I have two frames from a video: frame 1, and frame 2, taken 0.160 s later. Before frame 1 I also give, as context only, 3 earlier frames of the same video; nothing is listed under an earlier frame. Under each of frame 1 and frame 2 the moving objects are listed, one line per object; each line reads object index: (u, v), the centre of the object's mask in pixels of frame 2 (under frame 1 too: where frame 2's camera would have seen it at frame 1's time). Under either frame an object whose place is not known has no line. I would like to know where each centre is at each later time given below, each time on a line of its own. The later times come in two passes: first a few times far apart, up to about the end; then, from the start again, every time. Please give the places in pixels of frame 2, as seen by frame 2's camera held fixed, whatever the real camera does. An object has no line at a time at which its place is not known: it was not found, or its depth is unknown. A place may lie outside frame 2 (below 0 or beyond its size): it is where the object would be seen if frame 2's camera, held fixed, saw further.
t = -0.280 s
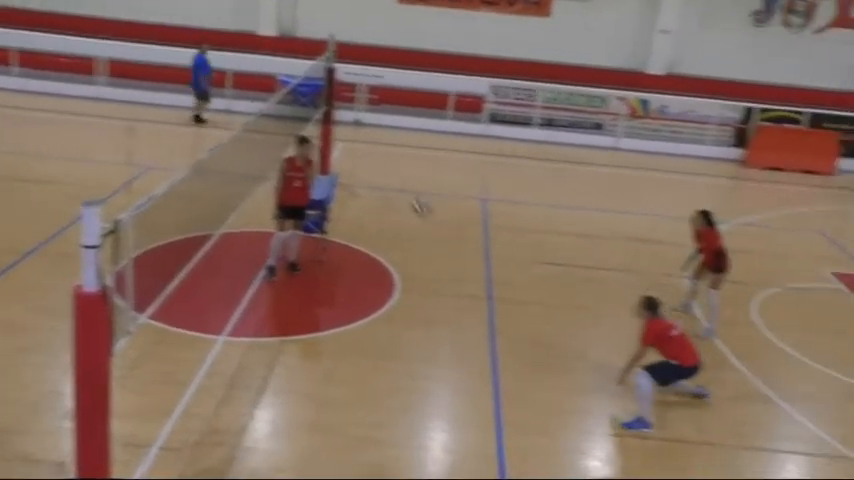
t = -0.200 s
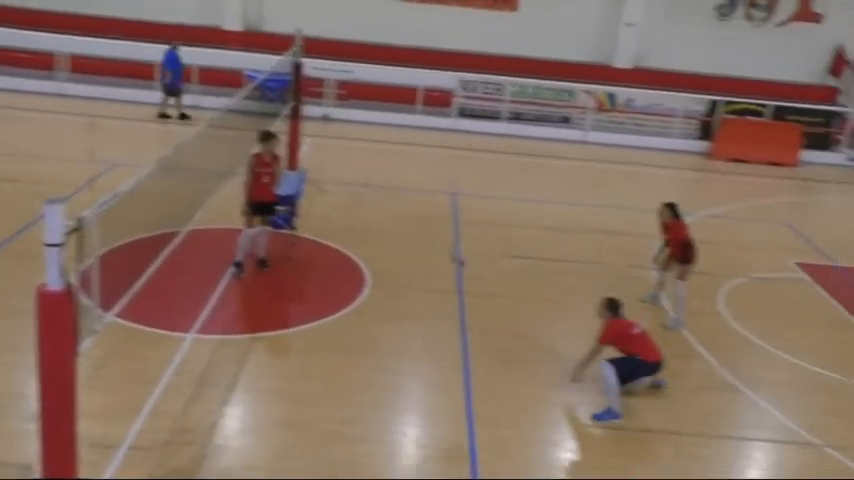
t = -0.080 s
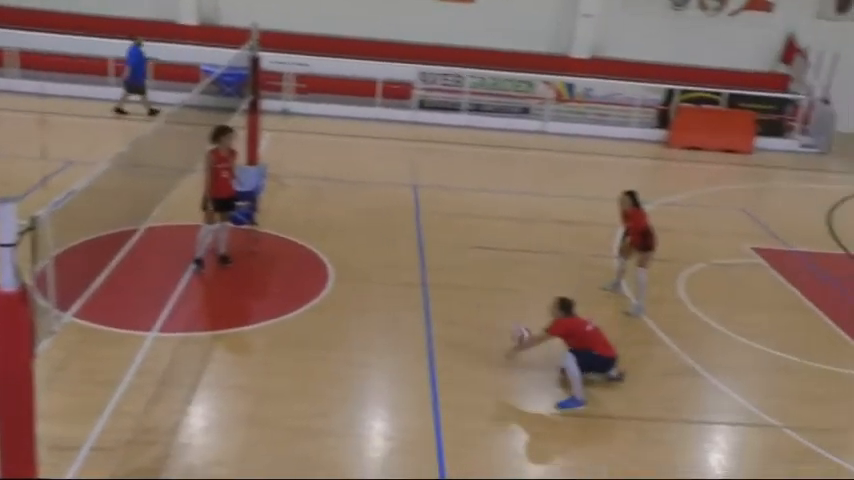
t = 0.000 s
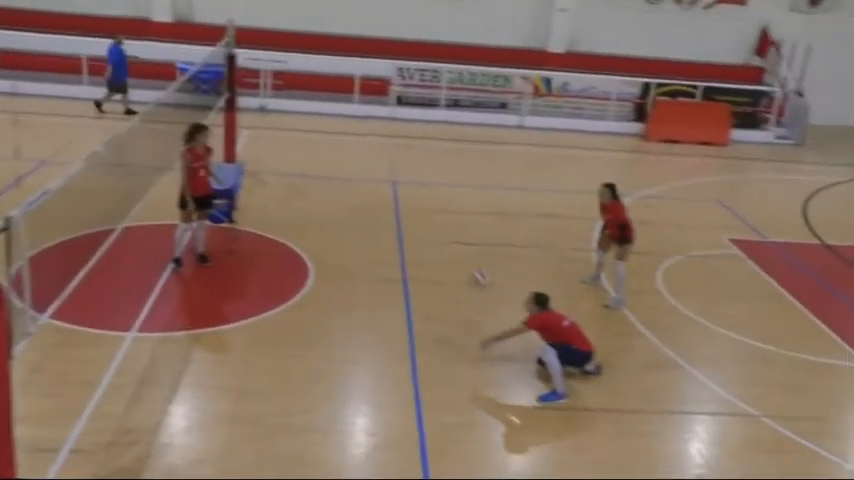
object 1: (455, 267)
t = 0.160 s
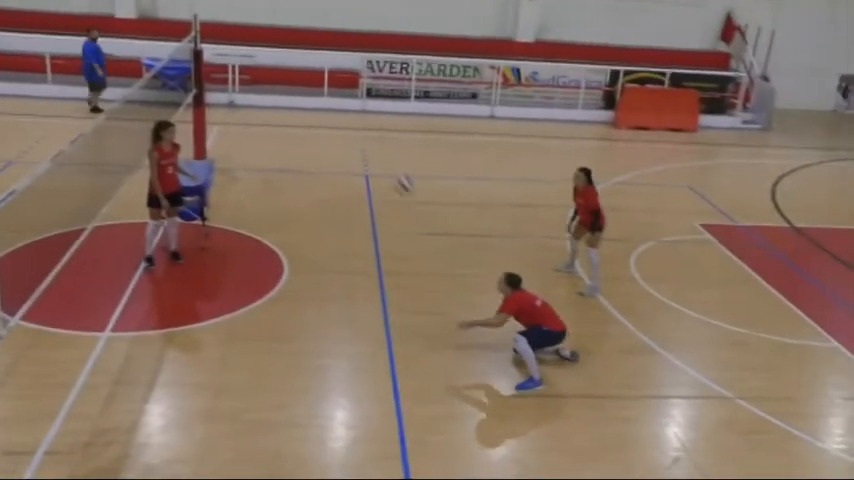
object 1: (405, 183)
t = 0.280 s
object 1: (366, 133)
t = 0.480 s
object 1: (307, 84)
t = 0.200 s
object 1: (393, 168)
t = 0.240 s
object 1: (379, 153)
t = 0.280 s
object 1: (366, 133)
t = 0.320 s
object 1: (354, 123)
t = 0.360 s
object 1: (344, 112)
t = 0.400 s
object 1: (331, 102)
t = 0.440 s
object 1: (318, 93)
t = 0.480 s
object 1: (307, 84)
